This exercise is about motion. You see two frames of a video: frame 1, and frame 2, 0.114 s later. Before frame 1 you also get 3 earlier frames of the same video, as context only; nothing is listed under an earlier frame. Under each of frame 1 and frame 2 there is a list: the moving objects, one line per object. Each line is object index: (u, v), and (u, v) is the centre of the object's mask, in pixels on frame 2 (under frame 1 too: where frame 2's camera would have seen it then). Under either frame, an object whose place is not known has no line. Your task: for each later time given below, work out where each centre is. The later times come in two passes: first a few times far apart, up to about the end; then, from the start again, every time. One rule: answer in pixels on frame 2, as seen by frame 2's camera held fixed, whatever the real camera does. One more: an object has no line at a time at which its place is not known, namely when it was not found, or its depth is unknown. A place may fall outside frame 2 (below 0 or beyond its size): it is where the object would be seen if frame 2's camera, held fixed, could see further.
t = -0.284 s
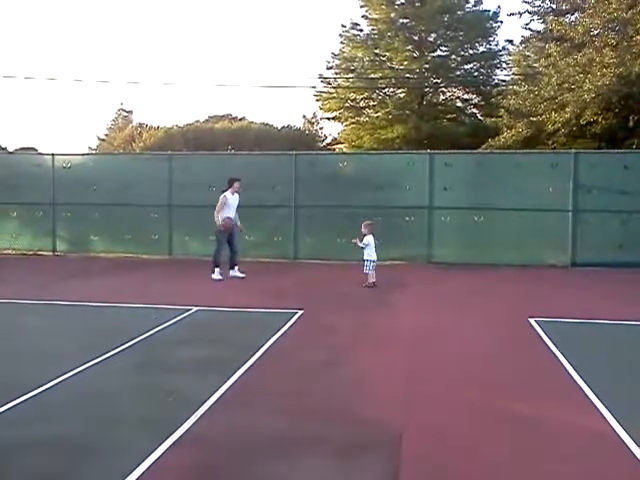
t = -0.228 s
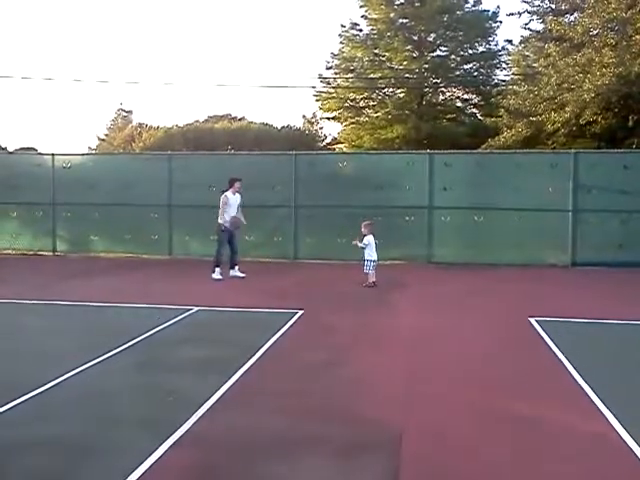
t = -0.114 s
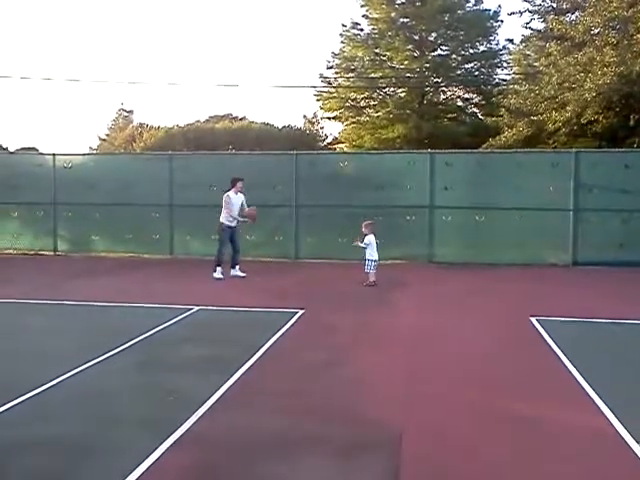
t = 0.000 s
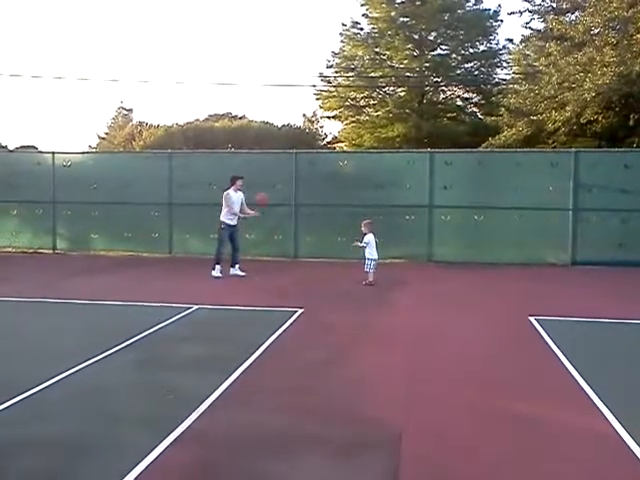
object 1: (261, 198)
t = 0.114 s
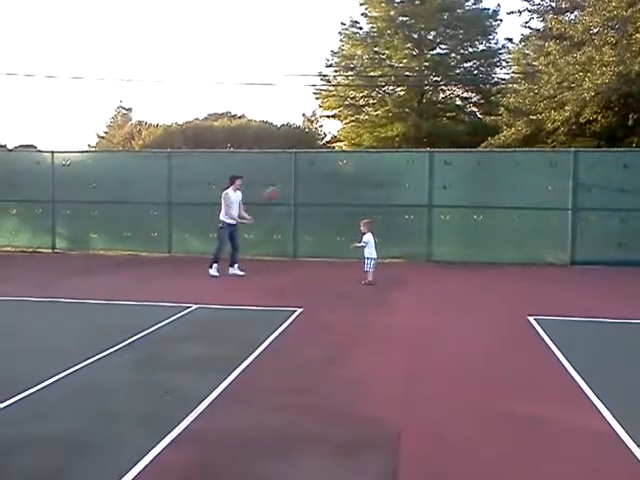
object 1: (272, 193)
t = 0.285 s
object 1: (287, 200)
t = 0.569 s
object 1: (311, 247)
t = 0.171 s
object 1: (279, 195)
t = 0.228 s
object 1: (282, 195)
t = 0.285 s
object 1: (287, 200)
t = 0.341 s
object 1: (292, 207)
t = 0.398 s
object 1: (297, 215)
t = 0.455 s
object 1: (300, 225)
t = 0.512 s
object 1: (305, 237)
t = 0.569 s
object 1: (311, 247)
